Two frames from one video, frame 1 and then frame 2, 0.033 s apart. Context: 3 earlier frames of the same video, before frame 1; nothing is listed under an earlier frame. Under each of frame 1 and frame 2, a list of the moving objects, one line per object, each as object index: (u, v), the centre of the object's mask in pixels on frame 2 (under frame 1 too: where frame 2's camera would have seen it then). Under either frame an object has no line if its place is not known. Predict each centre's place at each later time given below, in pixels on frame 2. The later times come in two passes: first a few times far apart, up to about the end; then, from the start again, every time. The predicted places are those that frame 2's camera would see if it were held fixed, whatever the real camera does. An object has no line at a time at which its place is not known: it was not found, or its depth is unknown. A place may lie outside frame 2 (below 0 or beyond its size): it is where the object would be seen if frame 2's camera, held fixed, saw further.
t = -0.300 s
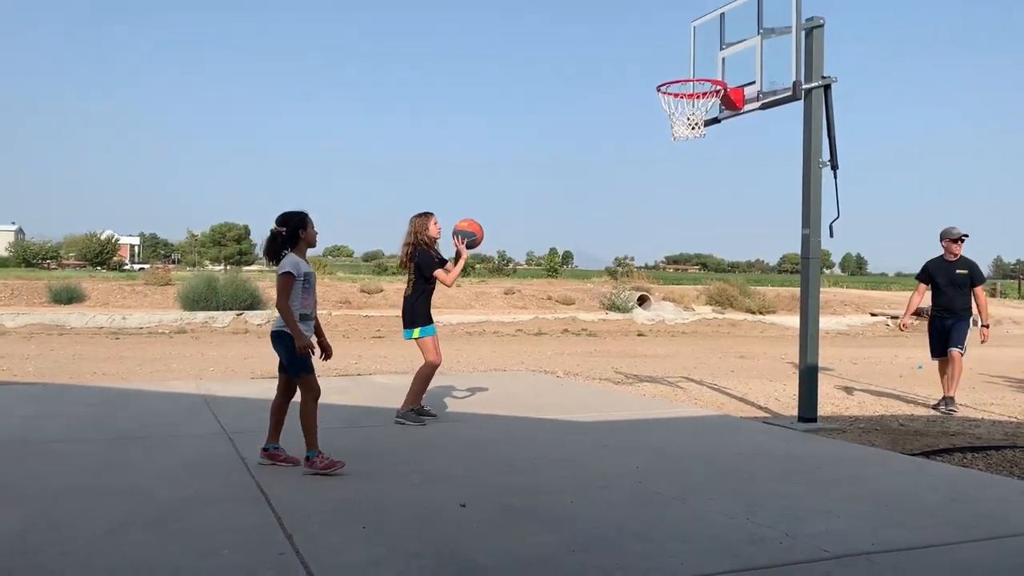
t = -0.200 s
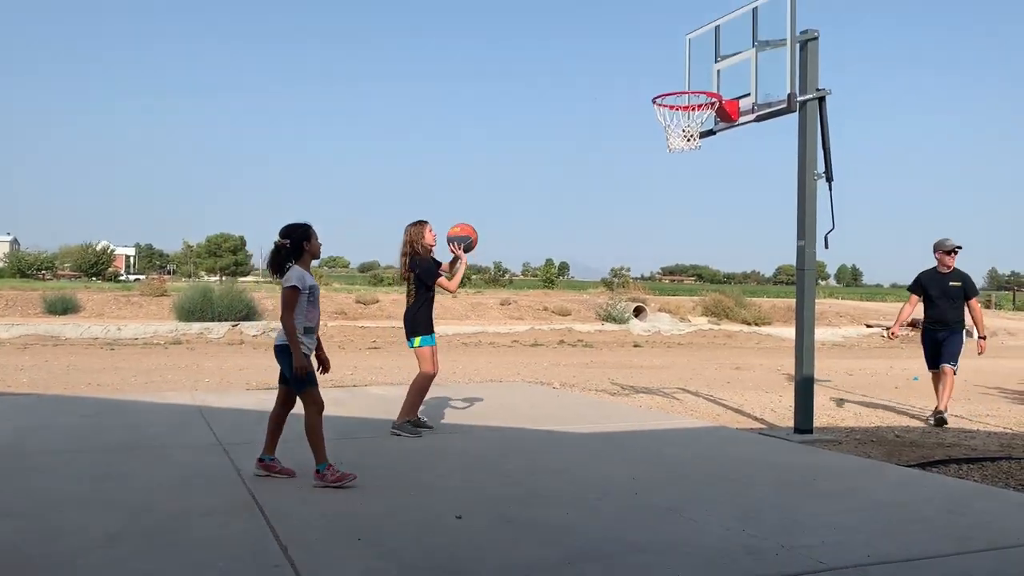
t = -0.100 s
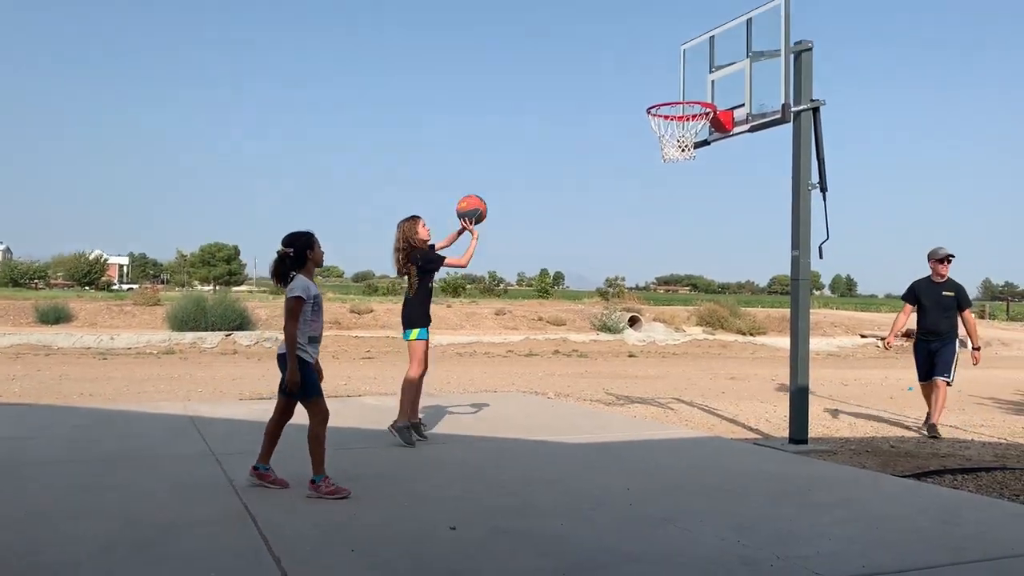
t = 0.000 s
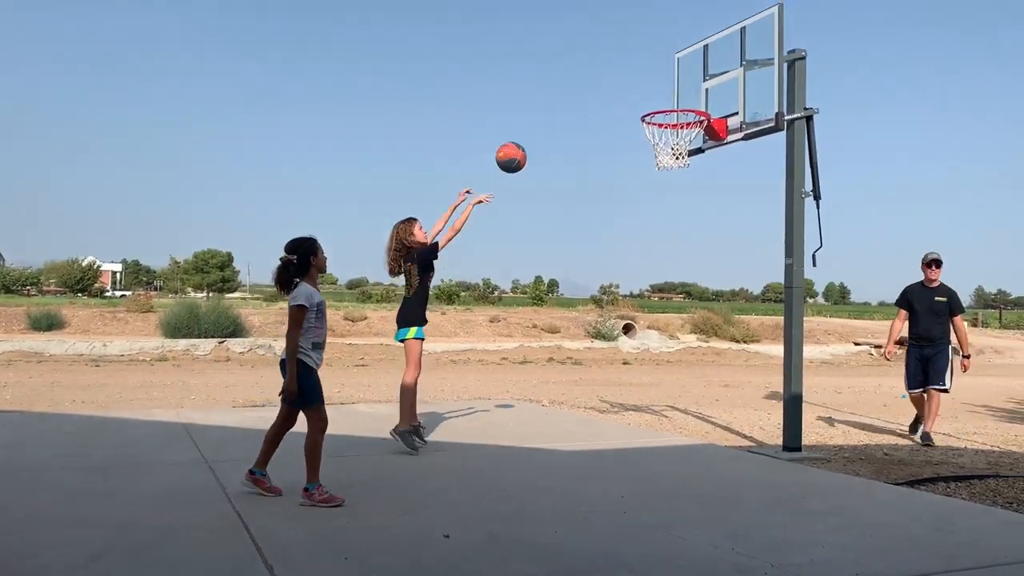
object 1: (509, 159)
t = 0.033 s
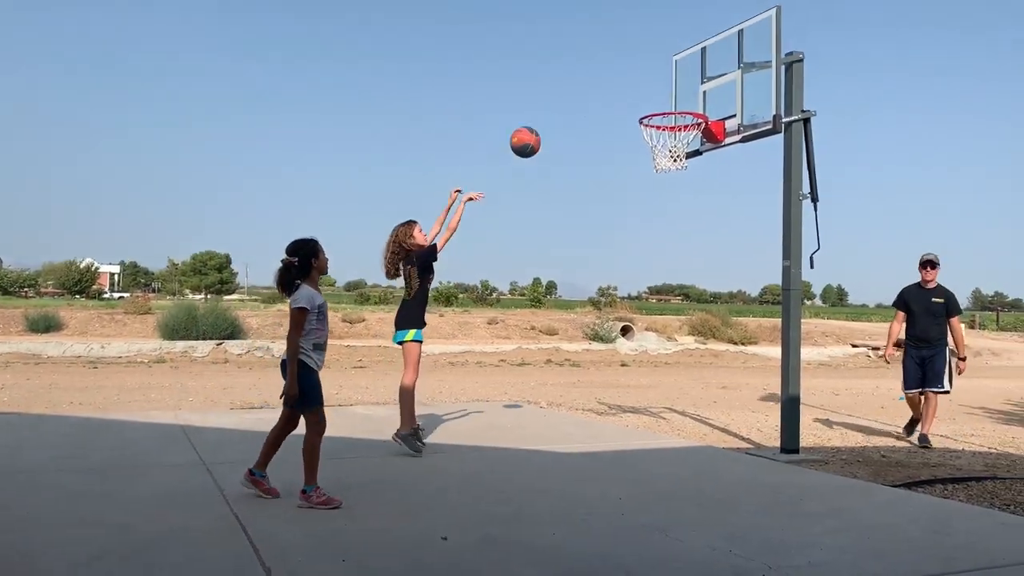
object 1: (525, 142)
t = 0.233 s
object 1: (621, 68)
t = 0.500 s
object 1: (680, 50)
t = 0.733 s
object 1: (621, 112)
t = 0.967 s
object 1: (555, 264)
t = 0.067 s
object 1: (541, 126)
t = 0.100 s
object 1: (557, 111)
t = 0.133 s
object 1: (573, 98)
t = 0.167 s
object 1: (589, 87)
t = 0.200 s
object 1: (605, 76)
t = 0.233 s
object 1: (621, 68)
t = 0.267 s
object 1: (637, 60)
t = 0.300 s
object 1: (652, 55)
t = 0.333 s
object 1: (668, 51)
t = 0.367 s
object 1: (684, 48)
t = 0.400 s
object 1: (699, 47)
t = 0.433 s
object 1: (696, 47)
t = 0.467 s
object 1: (688, 47)
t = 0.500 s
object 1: (680, 50)
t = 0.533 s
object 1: (672, 54)
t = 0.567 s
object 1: (664, 59)
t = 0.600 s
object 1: (656, 66)
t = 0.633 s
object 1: (648, 75)
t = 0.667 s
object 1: (639, 86)
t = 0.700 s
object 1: (630, 98)
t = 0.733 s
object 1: (621, 112)
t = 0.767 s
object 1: (612, 128)
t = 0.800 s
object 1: (603, 146)
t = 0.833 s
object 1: (594, 166)
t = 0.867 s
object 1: (584, 187)
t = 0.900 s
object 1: (575, 211)
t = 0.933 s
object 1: (565, 237)
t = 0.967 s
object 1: (555, 264)
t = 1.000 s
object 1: (545, 294)
